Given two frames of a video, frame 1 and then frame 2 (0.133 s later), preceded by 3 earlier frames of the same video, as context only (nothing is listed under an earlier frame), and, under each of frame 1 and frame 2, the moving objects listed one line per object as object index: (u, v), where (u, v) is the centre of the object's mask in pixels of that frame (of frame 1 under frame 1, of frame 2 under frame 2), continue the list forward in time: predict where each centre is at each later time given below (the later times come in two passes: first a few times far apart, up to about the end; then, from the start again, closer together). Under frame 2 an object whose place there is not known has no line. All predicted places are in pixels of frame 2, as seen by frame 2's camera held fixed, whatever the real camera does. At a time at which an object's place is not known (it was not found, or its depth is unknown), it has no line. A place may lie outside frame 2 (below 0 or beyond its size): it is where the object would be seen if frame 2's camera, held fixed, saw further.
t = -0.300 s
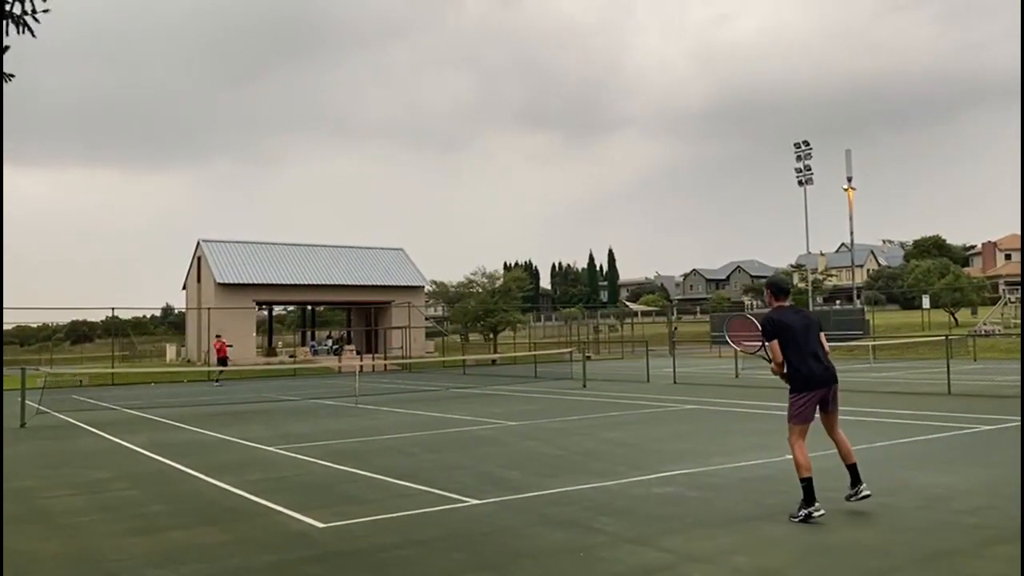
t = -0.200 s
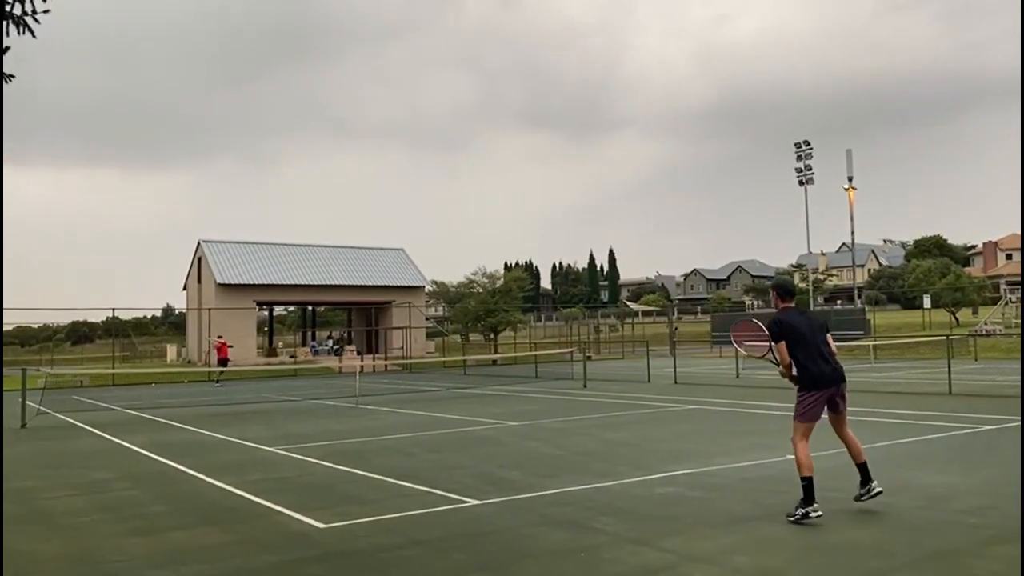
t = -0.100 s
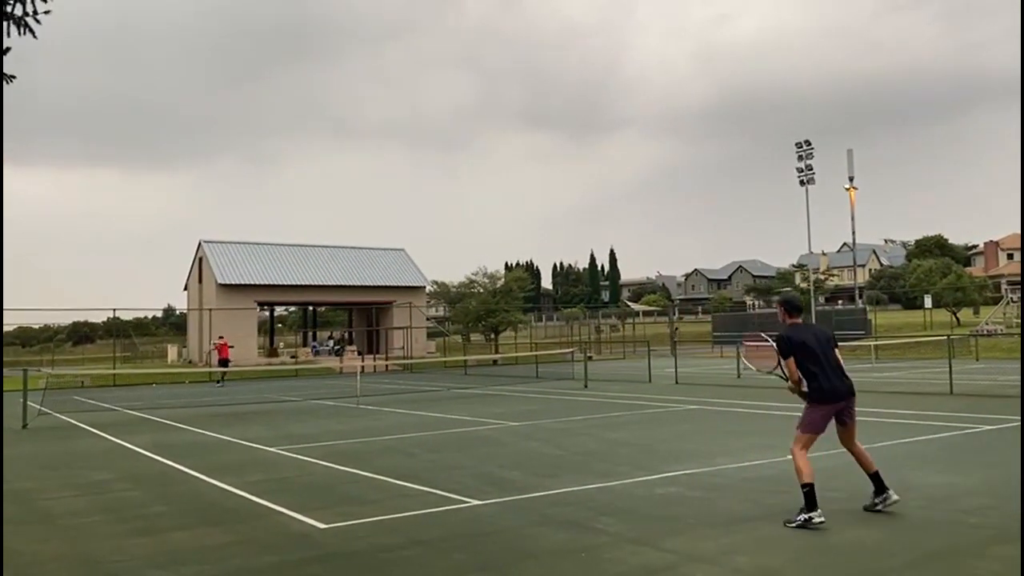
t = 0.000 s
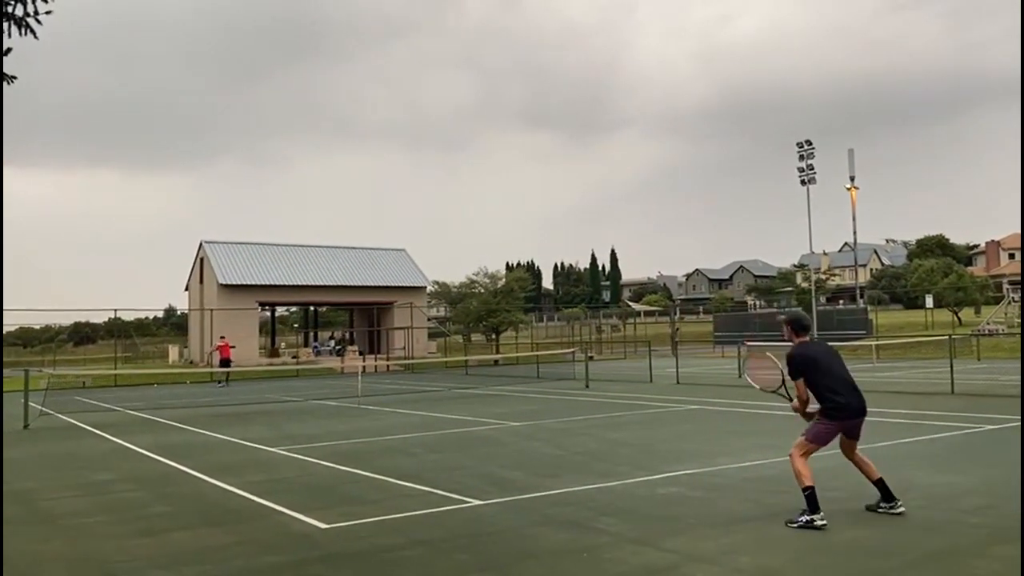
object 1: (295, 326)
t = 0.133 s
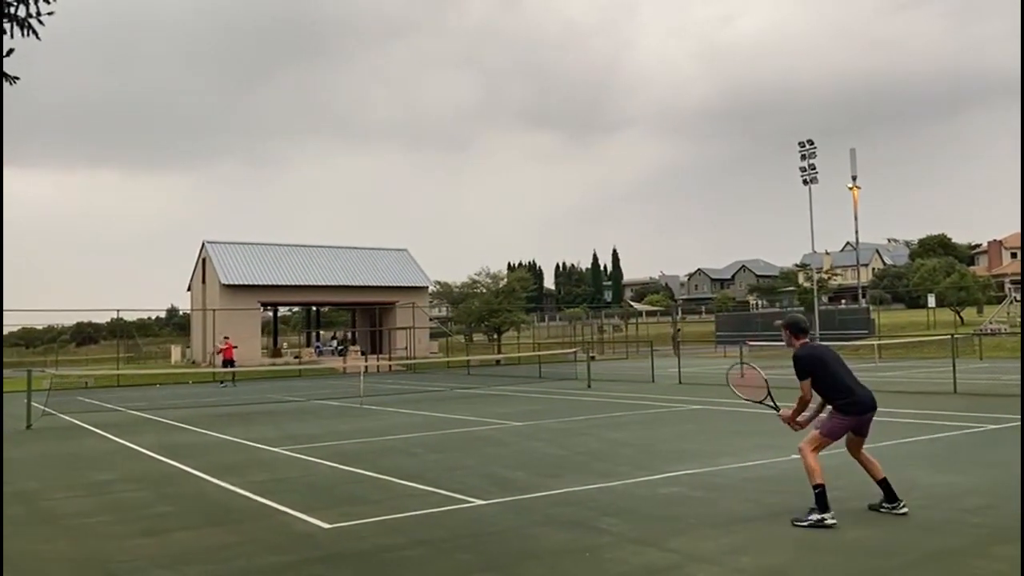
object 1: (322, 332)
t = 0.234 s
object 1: (342, 344)
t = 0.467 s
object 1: (412, 412)
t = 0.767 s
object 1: (501, 374)
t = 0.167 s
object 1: (333, 343)
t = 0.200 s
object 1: (337, 343)
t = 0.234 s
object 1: (342, 344)
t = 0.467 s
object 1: (412, 412)
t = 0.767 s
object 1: (501, 374)
